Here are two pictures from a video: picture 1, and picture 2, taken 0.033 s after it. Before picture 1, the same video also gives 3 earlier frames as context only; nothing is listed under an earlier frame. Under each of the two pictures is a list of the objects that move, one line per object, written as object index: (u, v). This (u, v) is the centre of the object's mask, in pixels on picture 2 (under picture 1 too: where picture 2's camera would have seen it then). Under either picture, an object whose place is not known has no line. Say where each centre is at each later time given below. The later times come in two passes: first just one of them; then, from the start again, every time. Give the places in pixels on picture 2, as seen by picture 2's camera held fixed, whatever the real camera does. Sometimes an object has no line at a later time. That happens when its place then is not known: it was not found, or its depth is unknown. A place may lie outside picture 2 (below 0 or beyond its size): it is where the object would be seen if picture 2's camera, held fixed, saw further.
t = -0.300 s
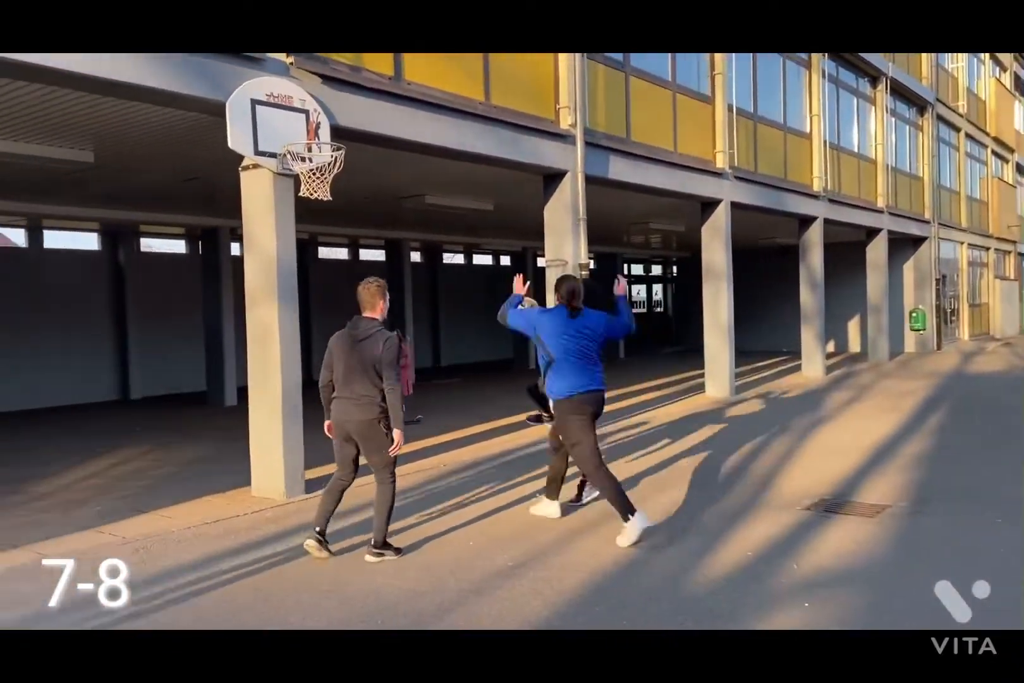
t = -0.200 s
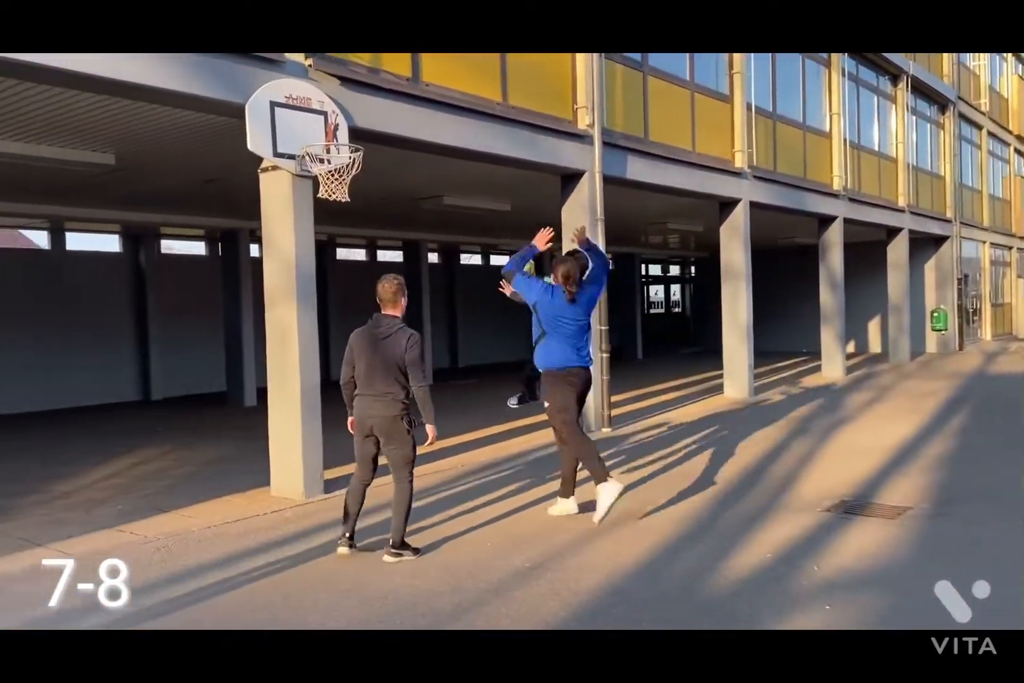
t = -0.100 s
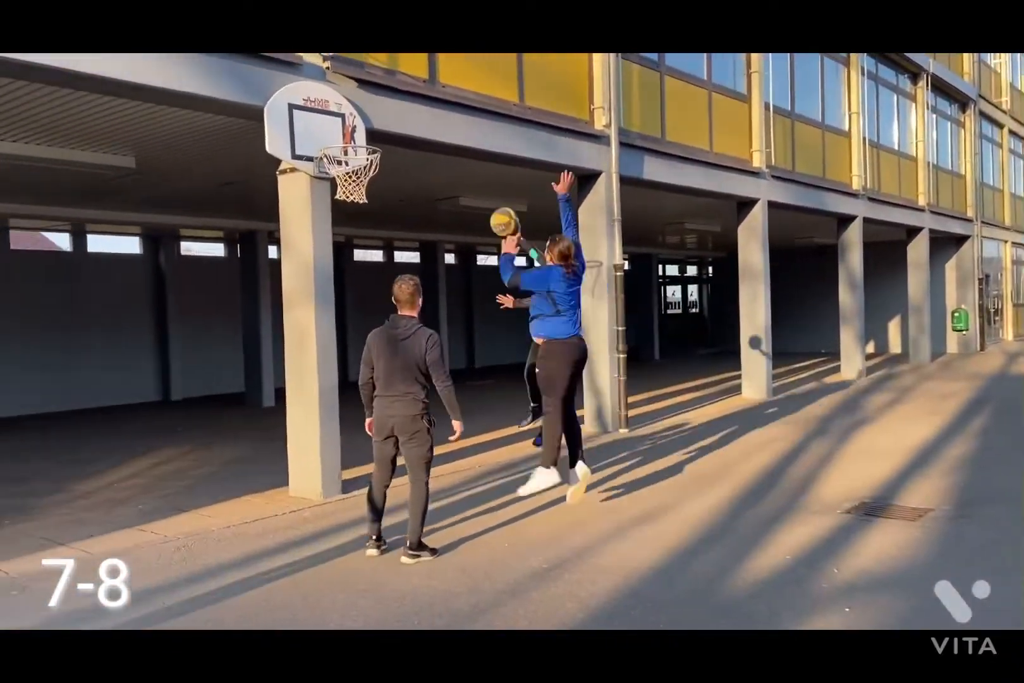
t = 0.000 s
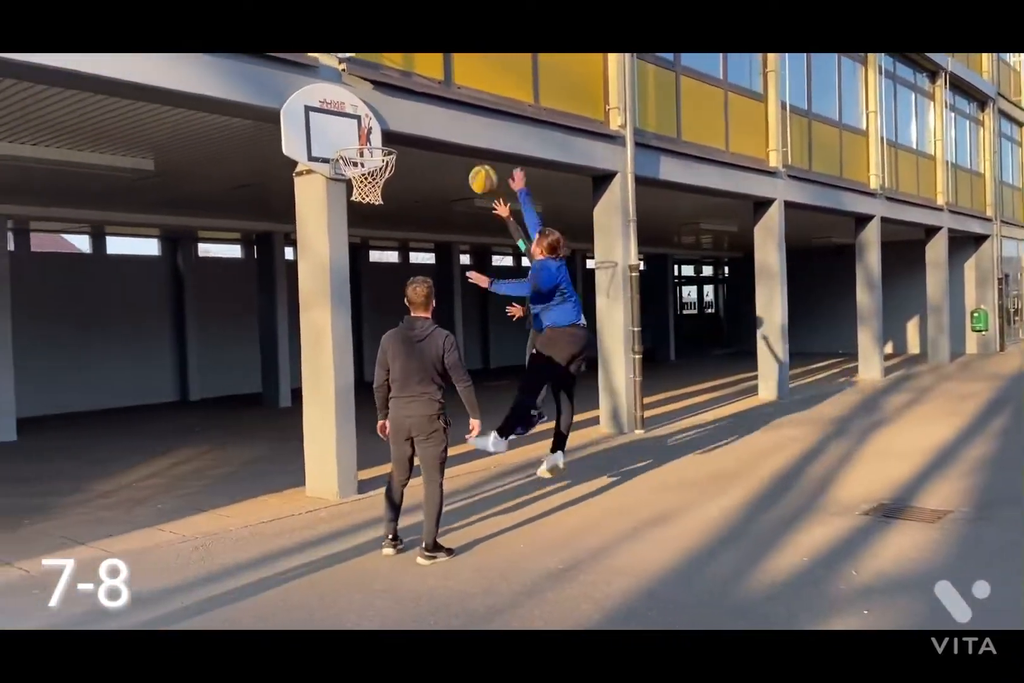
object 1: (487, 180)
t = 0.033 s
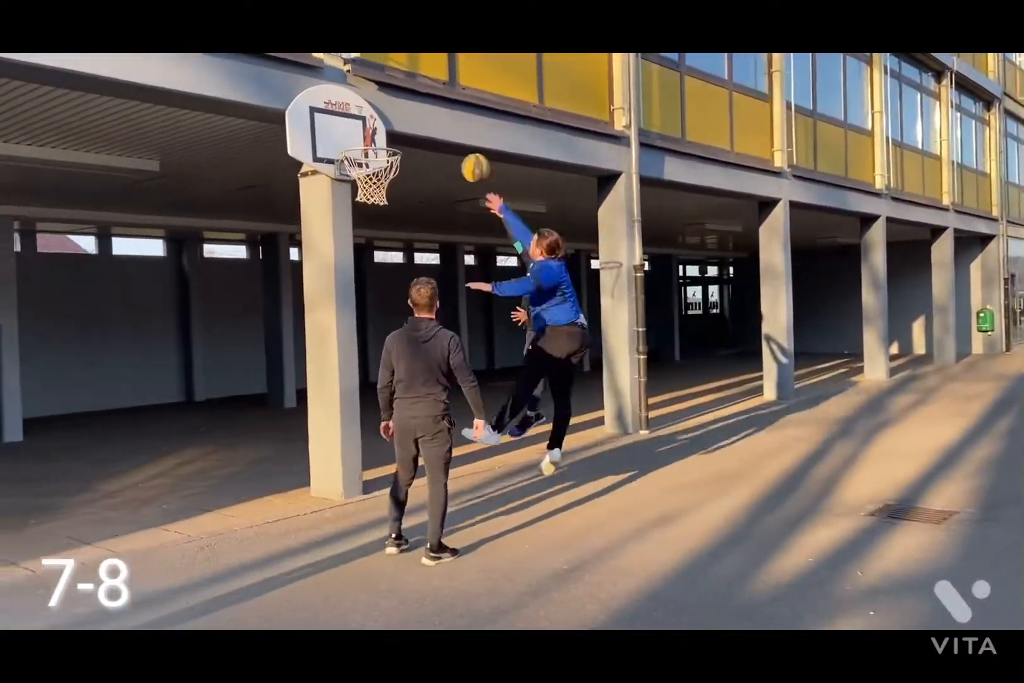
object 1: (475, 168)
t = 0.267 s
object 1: (392, 120)
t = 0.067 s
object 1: (463, 157)
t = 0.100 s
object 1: (451, 148)
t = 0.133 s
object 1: (440, 140)
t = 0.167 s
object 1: (428, 133)
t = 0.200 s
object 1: (416, 127)
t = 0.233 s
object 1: (404, 123)
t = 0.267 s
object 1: (392, 120)
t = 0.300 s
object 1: (381, 118)
